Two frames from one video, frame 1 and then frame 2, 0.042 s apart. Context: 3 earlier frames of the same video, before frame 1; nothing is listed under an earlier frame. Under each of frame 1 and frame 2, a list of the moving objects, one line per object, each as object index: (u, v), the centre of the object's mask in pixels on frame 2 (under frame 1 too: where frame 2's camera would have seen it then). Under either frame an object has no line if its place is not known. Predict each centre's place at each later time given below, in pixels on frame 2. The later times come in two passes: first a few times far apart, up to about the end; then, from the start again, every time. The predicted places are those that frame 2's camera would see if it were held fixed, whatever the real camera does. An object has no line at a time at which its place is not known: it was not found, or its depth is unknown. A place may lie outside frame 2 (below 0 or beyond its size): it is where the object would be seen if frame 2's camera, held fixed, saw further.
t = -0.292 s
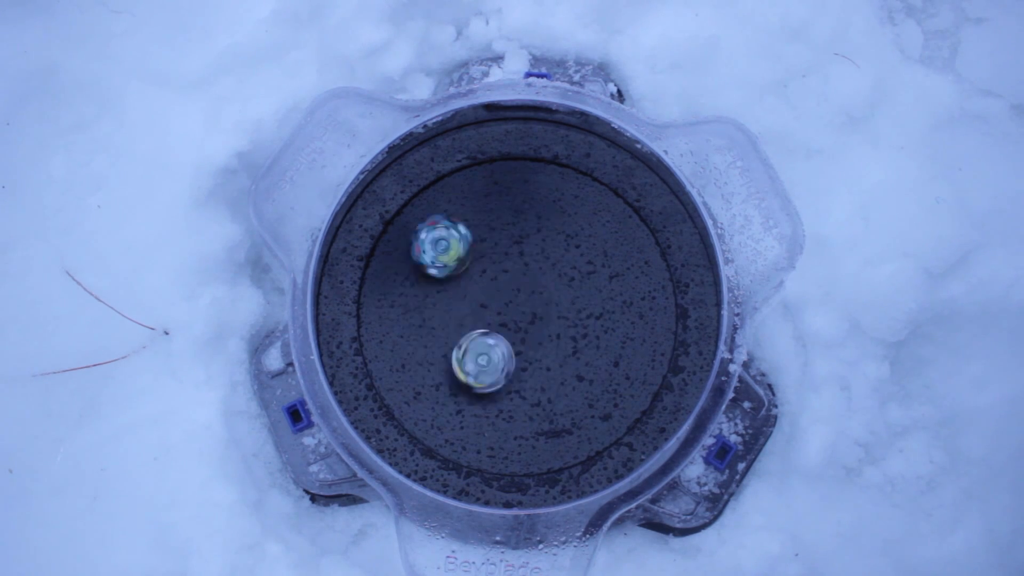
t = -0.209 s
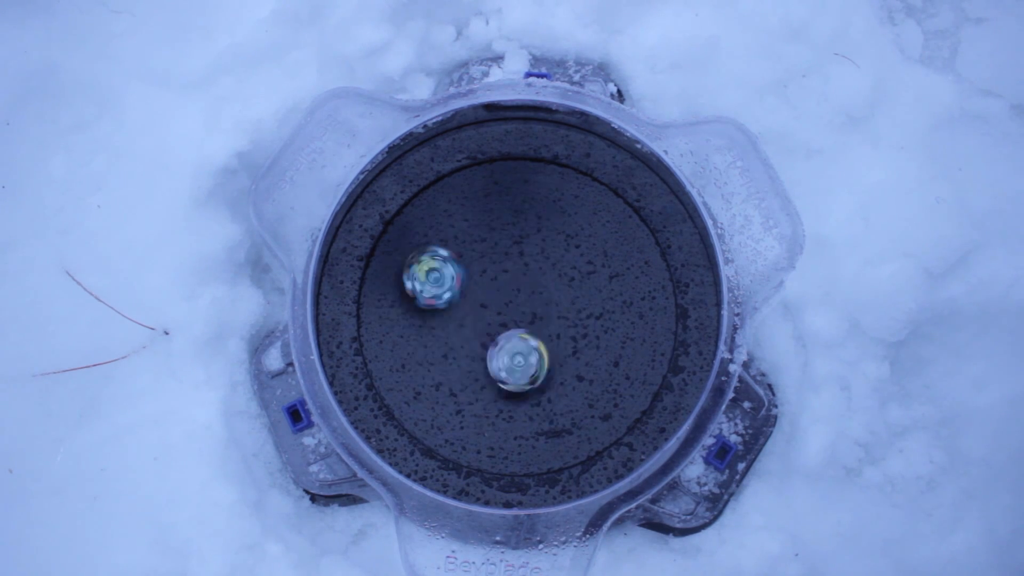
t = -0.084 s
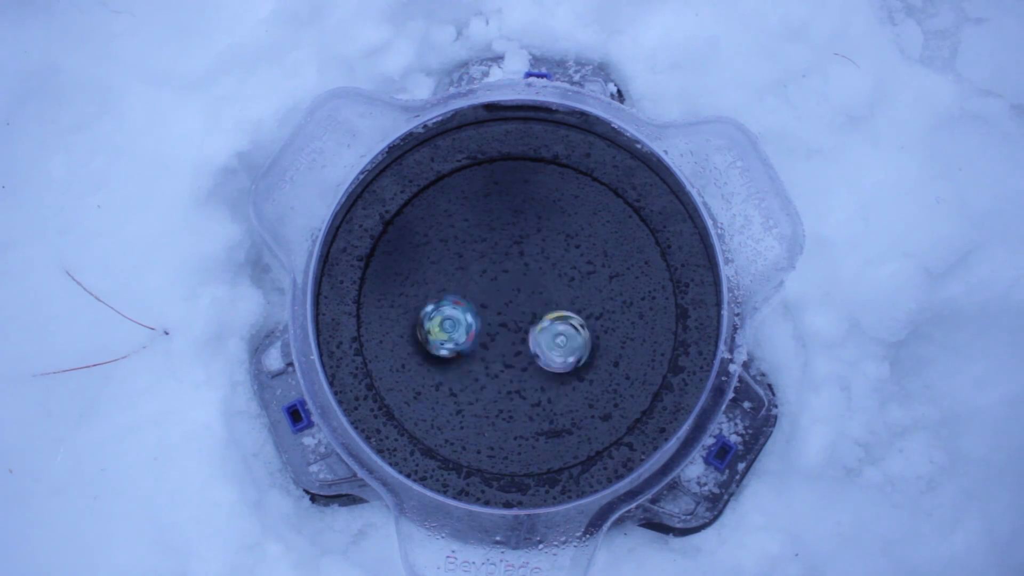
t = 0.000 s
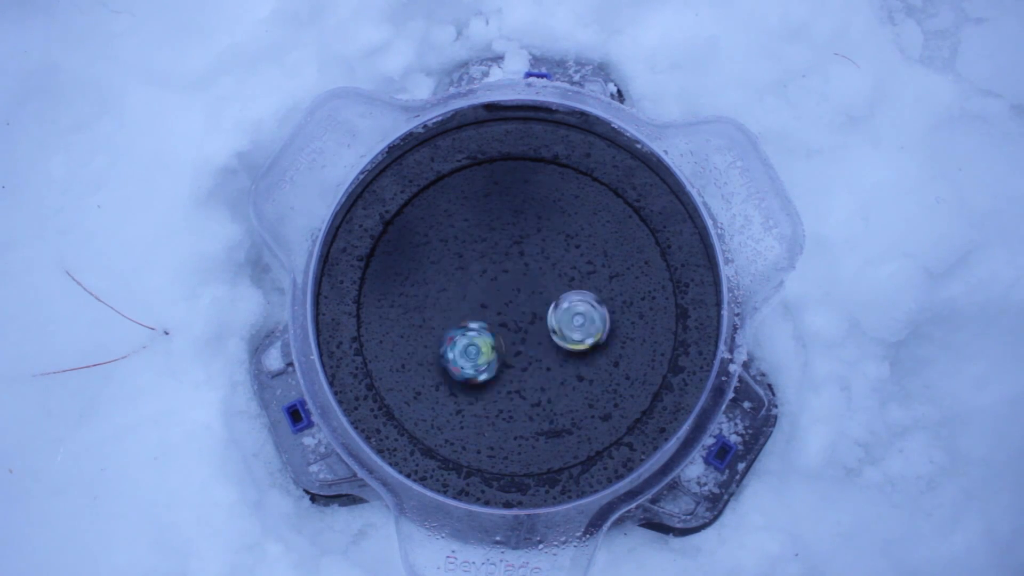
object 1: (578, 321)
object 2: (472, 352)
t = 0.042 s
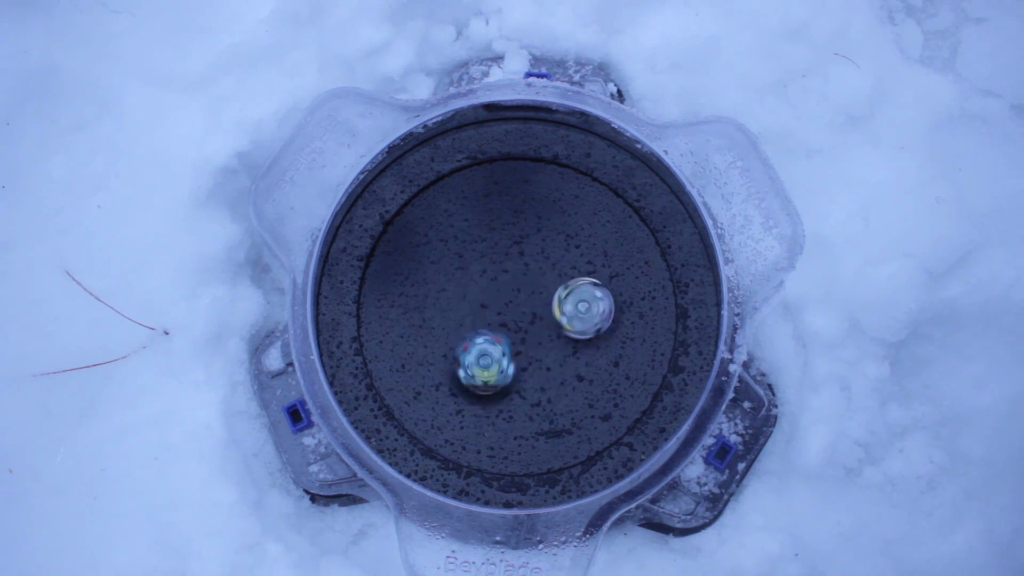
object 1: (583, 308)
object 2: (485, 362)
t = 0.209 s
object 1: (568, 260)
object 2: (546, 376)
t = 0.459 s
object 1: (480, 268)
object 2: (594, 313)
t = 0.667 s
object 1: (447, 337)
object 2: (533, 266)
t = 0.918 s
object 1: (492, 392)
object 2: (444, 287)
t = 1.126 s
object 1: (545, 348)
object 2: (422, 349)
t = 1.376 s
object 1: (525, 265)
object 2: (497, 374)
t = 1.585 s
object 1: (470, 242)
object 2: (547, 319)
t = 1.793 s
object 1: (440, 292)
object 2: (548, 252)
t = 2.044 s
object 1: (500, 355)
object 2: (498, 245)
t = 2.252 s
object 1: (562, 348)
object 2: (479, 303)
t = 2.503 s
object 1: (564, 286)
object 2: (521, 361)
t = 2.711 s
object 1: (497, 274)
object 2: (553, 354)
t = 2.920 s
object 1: (445, 311)
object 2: (542, 325)
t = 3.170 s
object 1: (462, 368)
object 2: (488, 300)
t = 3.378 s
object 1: (520, 349)
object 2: (451, 316)
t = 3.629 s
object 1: (540, 279)
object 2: (467, 331)
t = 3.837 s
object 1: (506, 244)
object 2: (504, 319)
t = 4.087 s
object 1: (446, 252)
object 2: (528, 305)
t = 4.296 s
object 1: (449, 308)
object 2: (526, 303)
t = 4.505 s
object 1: (479, 355)
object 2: (539, 303)
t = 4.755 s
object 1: (531, 372)
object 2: (534, 291)
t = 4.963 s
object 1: (542, 355)
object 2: (504, 283)
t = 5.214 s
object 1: (521, 342)
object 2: (451, 283)
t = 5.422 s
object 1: (501, 336)
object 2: (435, 307)
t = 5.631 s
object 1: (518, 330)
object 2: (457, 314)
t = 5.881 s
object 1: (553, 313)
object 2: (468, 279)
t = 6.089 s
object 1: (543, 303)
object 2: (477, 261)
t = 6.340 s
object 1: (554, 336)
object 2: (453, 267)
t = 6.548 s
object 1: (534, 347)
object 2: (479, 307)
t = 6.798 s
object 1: (524, 394)
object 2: (497, 299)
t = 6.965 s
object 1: (515, 399)
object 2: (500, 280)
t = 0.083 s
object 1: (585, 295)
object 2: (500, 369)
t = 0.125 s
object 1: (583, 282)
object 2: (516, 375)
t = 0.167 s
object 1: (578, 270)
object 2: (531, 377)
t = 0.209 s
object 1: (568, 260)
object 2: (546, 376)
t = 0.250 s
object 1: (556, 252)
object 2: (561, 372)
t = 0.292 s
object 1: (542, 248)
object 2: (575, 366)
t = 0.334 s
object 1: (526, 248)
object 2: (586, 355)
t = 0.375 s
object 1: (509, 252)
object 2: (593, 343)
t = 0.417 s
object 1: (494, 258)
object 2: (595, 328)
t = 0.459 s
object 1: (480, 268)
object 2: (594, 313)
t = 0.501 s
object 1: (468, 281)
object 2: (588, 300)
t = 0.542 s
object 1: (459, 295)
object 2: (577, 287)
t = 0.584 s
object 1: (452, 309)
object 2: (564, 278)
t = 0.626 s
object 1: (448, 323)
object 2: (549, 271)
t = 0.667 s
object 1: (447, 337)
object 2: (533, 266)
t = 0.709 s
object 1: (449, 351)
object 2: (517, 264)
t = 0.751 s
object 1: (453, 363)
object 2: (501, 264)
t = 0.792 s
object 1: (459, 374)
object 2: (485, 268)
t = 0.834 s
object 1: (468, 383)
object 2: (470, 272)
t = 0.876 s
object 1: (479, 389)
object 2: (456, 278)
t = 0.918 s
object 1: (492, 392)
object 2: (444, 287)
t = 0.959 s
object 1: (506, 390)
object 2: (433, 297)
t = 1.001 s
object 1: (519, 384)
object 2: (424, 309)
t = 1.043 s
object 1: (531, 375)
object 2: (419, 322)
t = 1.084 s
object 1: (540, 362)
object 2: (419, 336)
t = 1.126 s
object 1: (545, 348)
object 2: (422, 349)
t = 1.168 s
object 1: (548, 333)
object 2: (428, 361)
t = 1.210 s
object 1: (548, 317)
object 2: (438, 371)
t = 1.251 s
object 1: (545, 302)
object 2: (451, 376)
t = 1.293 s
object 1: (540, 288)
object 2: (466, 379)
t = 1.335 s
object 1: (534, 276)
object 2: (482, 378)
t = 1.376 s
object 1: (525, 265)
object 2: (497, 374)
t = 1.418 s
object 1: (516, 256)
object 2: (510, 366)
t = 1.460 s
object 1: (505, 249)
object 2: (522, 357)
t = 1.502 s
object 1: (493, 244)
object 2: (532, 346)
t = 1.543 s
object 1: (482, 241)
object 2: (541, 332)
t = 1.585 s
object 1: (470, 242)
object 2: (547, 319)
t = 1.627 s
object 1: (459, 247)
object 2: (553, 305)
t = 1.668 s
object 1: (449, 255)
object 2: (555, 292)
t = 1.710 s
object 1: (442, 265)
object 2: (555, 278)
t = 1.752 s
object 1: (439, 278)
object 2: (552, 265)
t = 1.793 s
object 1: (440, 292)
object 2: (548, 252)
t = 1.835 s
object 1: (444, 307)
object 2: (541, 242)
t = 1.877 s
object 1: (451, 320)
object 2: (532, 235)
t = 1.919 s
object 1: (461, 332)
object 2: (523, 232)
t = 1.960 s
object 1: (472, 342)
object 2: (515, 232)
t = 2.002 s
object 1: (486, 350)
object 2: (506, 237)
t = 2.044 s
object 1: (500, 355)
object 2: (498, 245)
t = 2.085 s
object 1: (514, 358)
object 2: (489, 256)
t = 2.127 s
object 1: (527, 358)
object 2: (483, 266)
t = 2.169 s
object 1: (540, 357)
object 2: (480, 277)
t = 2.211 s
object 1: (552, 354)
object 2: (478, 290)
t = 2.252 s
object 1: (562, 348)
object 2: (479, 303)
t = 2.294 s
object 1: (570, 340)
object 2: (481, 316)
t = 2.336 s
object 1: (576, 330)
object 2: (486, 328)
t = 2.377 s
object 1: (579, 318)
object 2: (493, 339)
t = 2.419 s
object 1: (578, 307)
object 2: (501, 349)
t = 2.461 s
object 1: (573, 296)
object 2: (511, 356)
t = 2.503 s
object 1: (564, 286)
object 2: (521, 361)
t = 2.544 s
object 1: (553, 278)
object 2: (531, 364)
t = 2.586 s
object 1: (540, 274)
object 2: (539, 365)
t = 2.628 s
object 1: (525, 271)
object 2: (546, 363)
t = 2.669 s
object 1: (511, 271)
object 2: (550, 359)
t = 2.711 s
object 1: (497, 274)
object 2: (553, 354)
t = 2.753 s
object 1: (483, 279)
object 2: (553, 349)
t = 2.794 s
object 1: (471, 285)
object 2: (552, 343)
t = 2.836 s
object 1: (460, 293)
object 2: (550, 338)
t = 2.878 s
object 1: (451, 301)
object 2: (546, 332)
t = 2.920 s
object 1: (445, 311)
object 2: (542, 325)
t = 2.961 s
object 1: (441, 322)
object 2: (536, 319)
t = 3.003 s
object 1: (439, 333)
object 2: (529, 313)
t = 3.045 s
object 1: (440, 344)
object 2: (520, 307)
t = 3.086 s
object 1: (444, 354)
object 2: (510, 303)
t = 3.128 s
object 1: (452, 362)
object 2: (499, 300)
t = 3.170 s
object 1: (462, 368)
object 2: (488, 300)
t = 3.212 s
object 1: (474, 371)
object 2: (477, 301)
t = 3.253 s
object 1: (486, 370)
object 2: (468, 303)
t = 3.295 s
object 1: (499, 365)
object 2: (461, 307)
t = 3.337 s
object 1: (510, 358)
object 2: (455, 312)
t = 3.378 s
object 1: (520, 349)
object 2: (451, 316)
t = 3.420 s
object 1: (528, 338)
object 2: (450, 322)
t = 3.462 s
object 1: (534, 326)
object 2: (450, 326)
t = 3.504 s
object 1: (538, 314)
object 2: (453, 329)
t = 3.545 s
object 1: (541, 302)
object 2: (457, 330)
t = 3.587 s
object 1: (541, 290)
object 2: (462, 331)
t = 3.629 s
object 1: (540, 279)
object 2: (467, 331)
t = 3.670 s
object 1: (537, 268)
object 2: (473, 331)
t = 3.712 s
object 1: (532, 259)
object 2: (481, 330)
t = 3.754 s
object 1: (525, 251)
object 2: (488, 328)
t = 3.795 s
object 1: (516, 245)
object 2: (496, 324)
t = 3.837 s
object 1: (506, 244)
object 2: (504, 319)
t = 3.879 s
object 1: (496, 245)
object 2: (510, 311)
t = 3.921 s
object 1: (486, 249)
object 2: (515, 305)
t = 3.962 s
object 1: (475, 245)
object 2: (521, 307)
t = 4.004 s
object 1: (464, 245)
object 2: (524, 306)
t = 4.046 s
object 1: (454, 247)
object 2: (527, 305)
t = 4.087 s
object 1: (446, 252)
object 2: (528, 305)
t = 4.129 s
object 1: (440, 261)
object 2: (528, 304)
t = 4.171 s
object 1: (437, 272)
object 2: (528, 304)
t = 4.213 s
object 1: (438, 284)
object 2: (527, 304)
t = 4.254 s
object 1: (442, 297)
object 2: (526, 303)
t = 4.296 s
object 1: (449, 308)
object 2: (526, 303)
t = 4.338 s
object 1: (459, 319)
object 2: (524, 304)
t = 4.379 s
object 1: (464, 329)
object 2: (526, 305)
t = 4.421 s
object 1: (466, 338)
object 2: (532, 305)
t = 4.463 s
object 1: (472, 347)
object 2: (536, 304)
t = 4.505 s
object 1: (479, 355)
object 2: (539, 303)
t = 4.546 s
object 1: (488, 362)
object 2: (540, 302)
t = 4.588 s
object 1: (499, 366)
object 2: (540, 302)
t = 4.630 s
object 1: (510, 367)
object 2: (538, 302)
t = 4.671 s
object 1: (520, 366)
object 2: (535, 302)
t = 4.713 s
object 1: (527, 368)
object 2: (535, 299)
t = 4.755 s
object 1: (531, 372)
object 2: (534, 291)
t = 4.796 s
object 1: (535, 373)
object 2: (530, 285)
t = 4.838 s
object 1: (540, 373)
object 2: (525, 281)
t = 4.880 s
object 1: (543, 369)
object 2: (519, 279)
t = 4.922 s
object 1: (544, 363)
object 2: (511, 280)
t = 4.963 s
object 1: (542, 355)
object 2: (504, 283)
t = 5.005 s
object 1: (538, 347)
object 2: (497, 289)
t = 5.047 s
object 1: (534, 342)
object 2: (490, 292)
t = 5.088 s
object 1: (533, 345)
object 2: (479, 287)
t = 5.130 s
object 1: (530, 344)
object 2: (469, 283)
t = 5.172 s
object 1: (526, 343)
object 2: (460, 282)
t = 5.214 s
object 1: (521, 342)
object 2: (451, 283)
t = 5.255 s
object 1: (516, 339)
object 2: (444, 286)
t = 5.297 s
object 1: (510, 337)
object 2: (439, 292)
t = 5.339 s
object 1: (504, 335)
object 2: (437, 298)
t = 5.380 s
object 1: (498, 333)
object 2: (439, 306)
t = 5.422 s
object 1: (501, 336)
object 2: (435, 307)
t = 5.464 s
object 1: (504, 338)
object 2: (434, 309)
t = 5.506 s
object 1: (508, 339)
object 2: (436, 311)
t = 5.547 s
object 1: (513, 338)
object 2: (440, 313)
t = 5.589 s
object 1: (516, 335)
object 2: (448, 314)
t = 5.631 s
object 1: (518, 330)
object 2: (457, 314)
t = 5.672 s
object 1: (524, 329)
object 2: (461, 308)
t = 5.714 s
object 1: (534, 328)
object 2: (462, 301)
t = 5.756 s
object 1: (541, 325)
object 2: (462, 295)
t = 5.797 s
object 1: (545, 321)
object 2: (464, 290)
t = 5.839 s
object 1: (550, 318)
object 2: (466, 284)
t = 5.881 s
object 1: (553, 313)
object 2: (468, 279)
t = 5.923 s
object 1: (552, 307)
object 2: (471, 275)
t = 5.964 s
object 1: (549, 303)
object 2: (474, 272)
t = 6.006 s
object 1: (545, 299)
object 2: (478, 270)
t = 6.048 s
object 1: (539, 296)
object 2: (482, 268)
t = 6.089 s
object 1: (543, 303)
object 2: (477, 261)
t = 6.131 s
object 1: (546, 309)
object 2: (471, 255)
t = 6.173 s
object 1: (550, 316)
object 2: (465, 252)
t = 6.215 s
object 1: (553, 321)
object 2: (459, 252)
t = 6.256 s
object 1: (554, 326)
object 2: (455, 254)
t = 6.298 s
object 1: (554, 332)
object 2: (453, 259)
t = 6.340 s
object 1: (554, 336)
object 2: (453, 267)
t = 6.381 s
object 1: (552, 339)
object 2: (457, 275)
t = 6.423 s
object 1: (548, 342)
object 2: (461, 283)
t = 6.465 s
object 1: (545, 345)
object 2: (466, 291)
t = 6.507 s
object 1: (540, 347)
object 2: (473, 300)
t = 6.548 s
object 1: (534, 347)
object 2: (479, 307)
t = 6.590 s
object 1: (530, 354)
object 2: (481, 308)
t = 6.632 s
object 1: (529, 361)
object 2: (483, 309)
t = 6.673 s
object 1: (526, 365)
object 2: (488, 314)
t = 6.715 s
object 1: (525, 377)
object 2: (493, 311)
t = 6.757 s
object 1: (525, 389)
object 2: (495, 305)
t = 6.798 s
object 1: (524, 394)
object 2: (497, 299)
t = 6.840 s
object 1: (524, 397)
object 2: (499, 294)
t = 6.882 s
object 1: (522, 399)
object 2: (500, 288)
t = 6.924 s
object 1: (518, 400)
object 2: (501, 283)
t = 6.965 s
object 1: (515, 399)
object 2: (500, 280)
